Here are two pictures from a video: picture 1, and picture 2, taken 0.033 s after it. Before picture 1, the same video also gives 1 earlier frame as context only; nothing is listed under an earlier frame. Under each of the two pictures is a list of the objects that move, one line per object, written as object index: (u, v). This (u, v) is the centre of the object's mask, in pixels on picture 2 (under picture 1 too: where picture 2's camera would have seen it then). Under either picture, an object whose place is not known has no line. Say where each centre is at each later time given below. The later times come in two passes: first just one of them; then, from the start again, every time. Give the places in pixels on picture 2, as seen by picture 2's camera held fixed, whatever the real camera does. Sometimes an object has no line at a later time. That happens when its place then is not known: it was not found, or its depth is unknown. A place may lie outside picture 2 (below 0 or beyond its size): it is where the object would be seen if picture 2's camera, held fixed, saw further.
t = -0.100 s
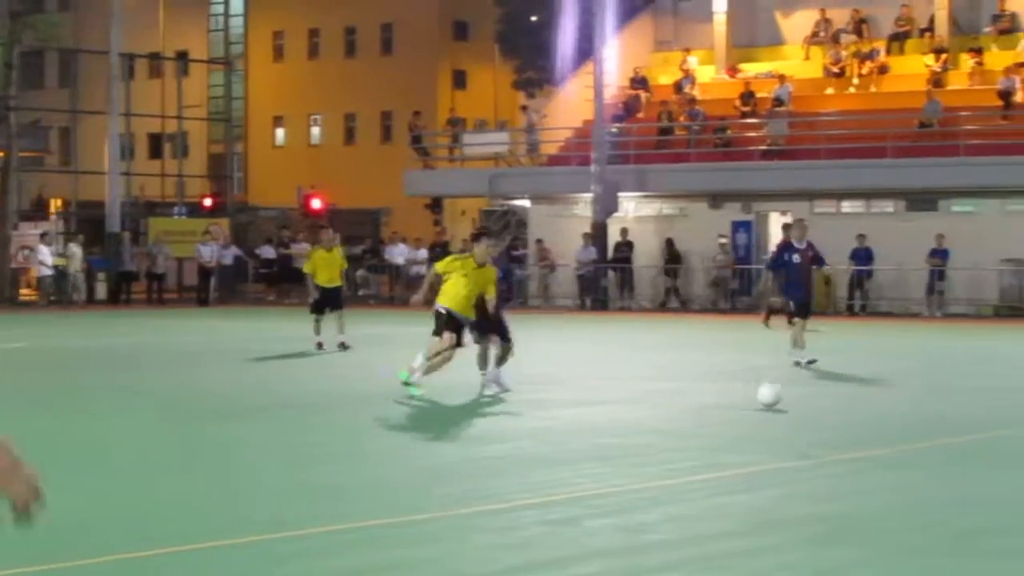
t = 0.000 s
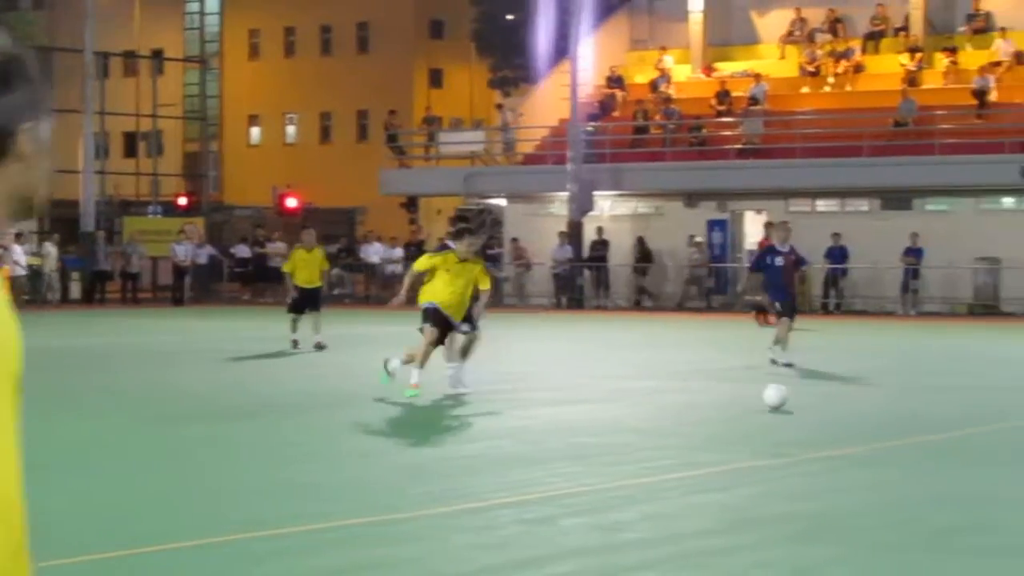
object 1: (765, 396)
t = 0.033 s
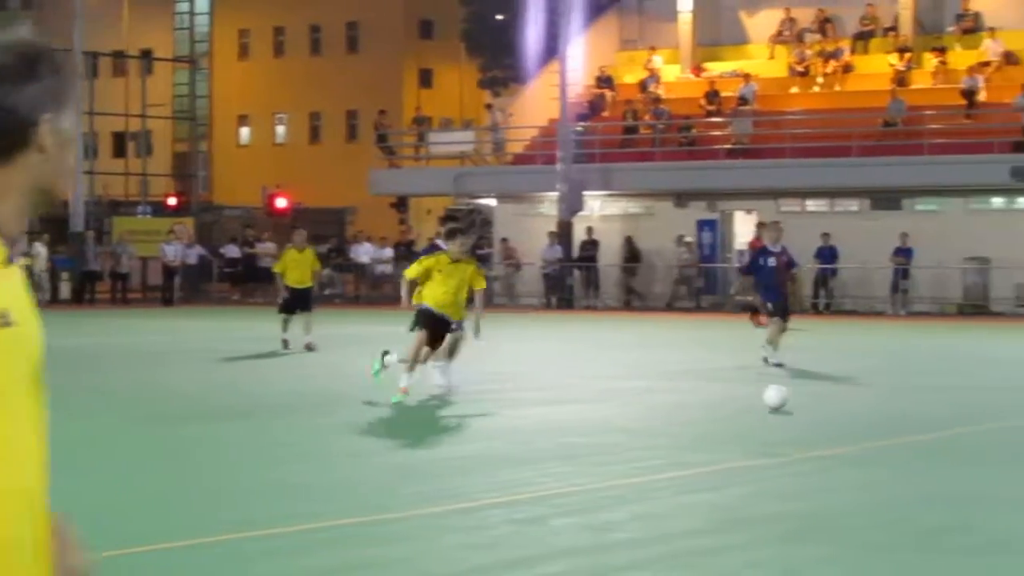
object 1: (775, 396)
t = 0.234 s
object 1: (833, 401)
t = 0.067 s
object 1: (785, 397)
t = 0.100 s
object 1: (794, 399)
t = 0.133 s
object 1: (804, 399)
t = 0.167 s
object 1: (813, 400)
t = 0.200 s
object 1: (823, 402)
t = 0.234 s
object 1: (833, 401)
